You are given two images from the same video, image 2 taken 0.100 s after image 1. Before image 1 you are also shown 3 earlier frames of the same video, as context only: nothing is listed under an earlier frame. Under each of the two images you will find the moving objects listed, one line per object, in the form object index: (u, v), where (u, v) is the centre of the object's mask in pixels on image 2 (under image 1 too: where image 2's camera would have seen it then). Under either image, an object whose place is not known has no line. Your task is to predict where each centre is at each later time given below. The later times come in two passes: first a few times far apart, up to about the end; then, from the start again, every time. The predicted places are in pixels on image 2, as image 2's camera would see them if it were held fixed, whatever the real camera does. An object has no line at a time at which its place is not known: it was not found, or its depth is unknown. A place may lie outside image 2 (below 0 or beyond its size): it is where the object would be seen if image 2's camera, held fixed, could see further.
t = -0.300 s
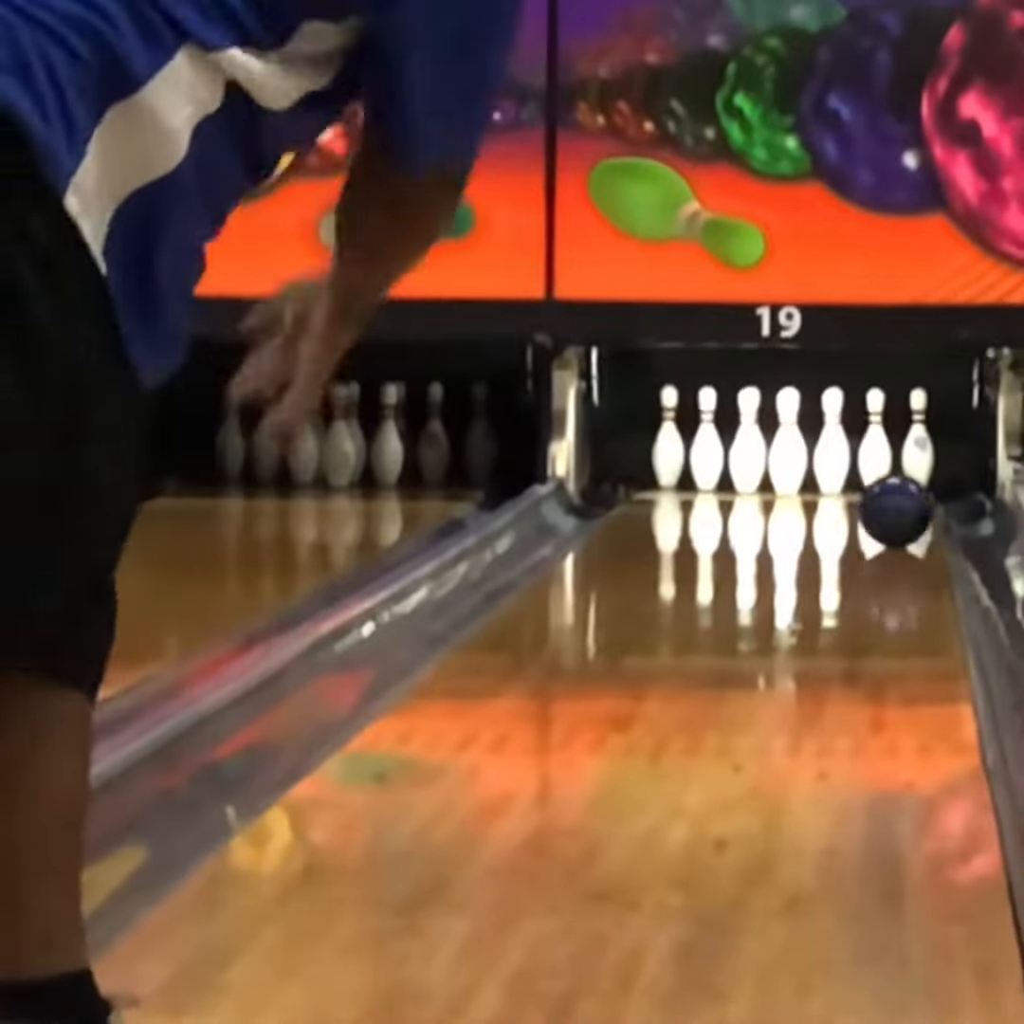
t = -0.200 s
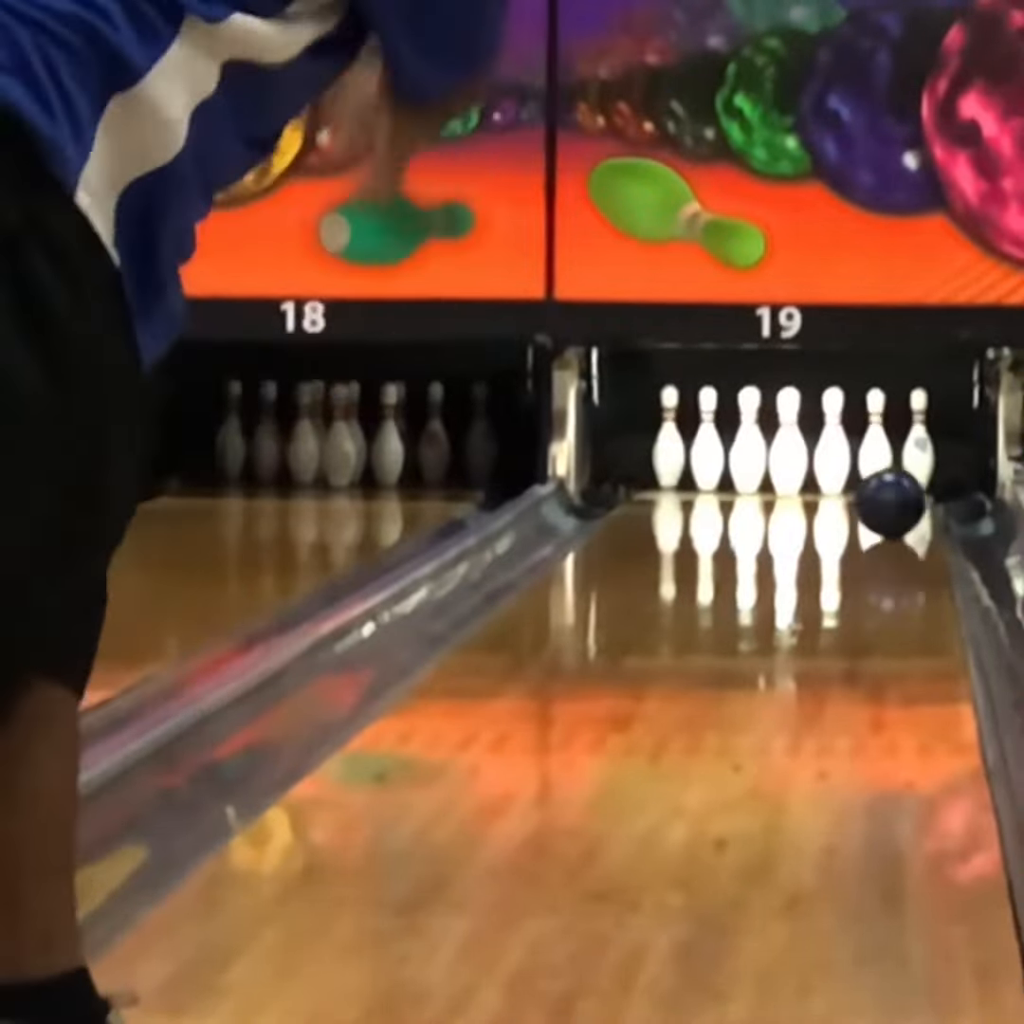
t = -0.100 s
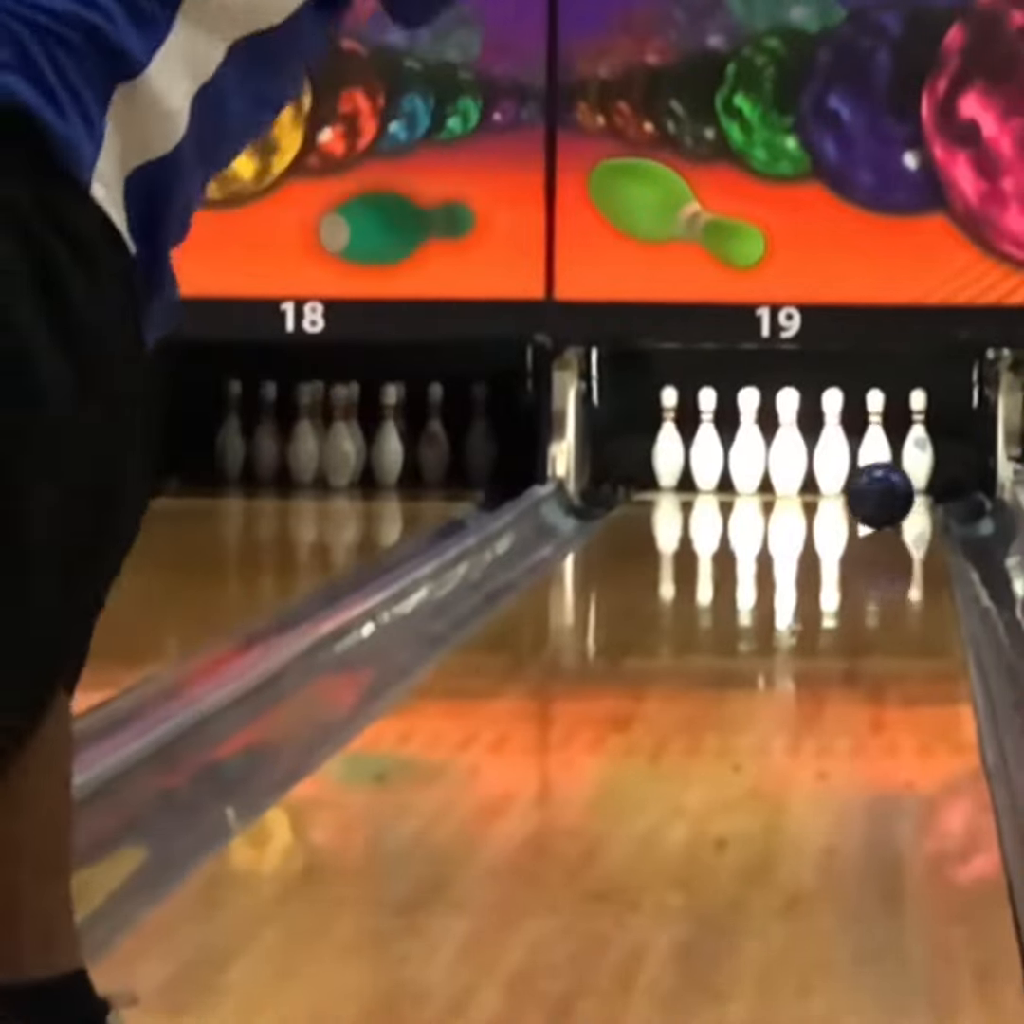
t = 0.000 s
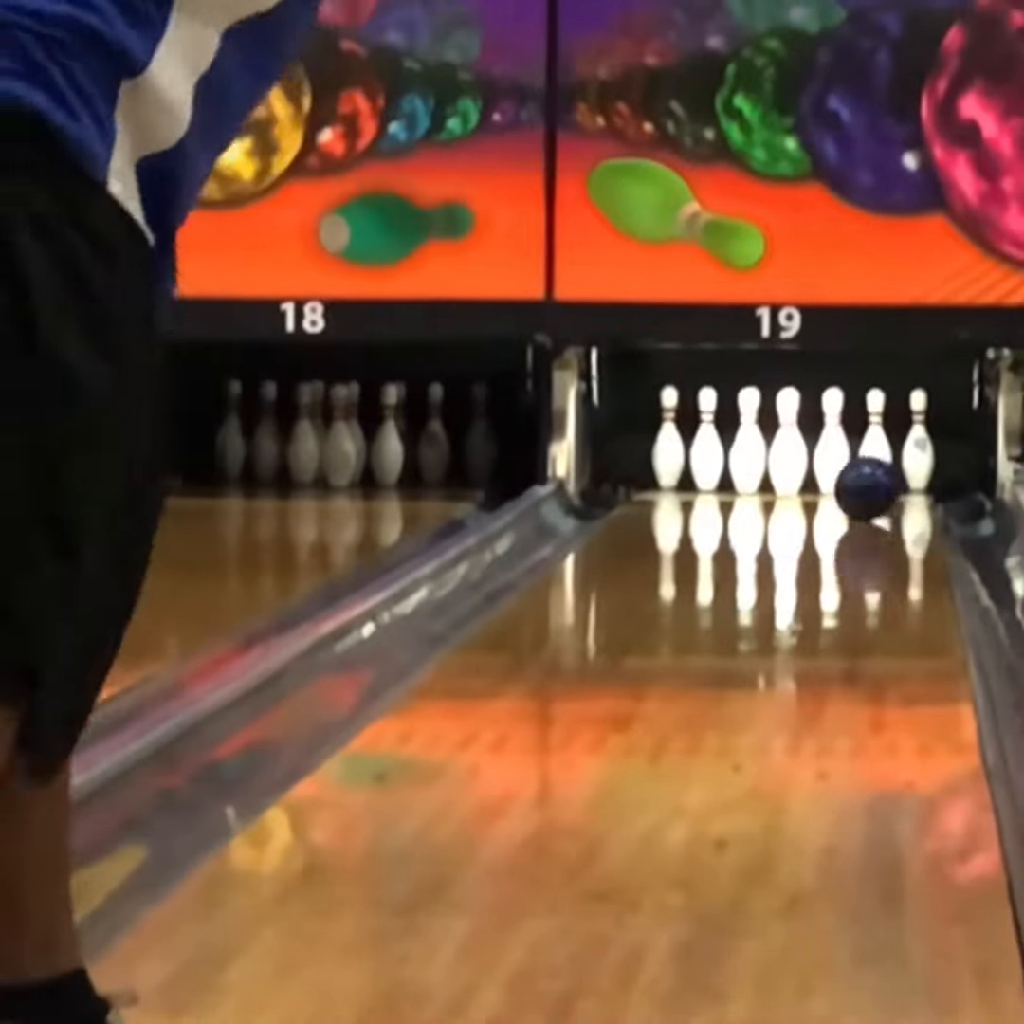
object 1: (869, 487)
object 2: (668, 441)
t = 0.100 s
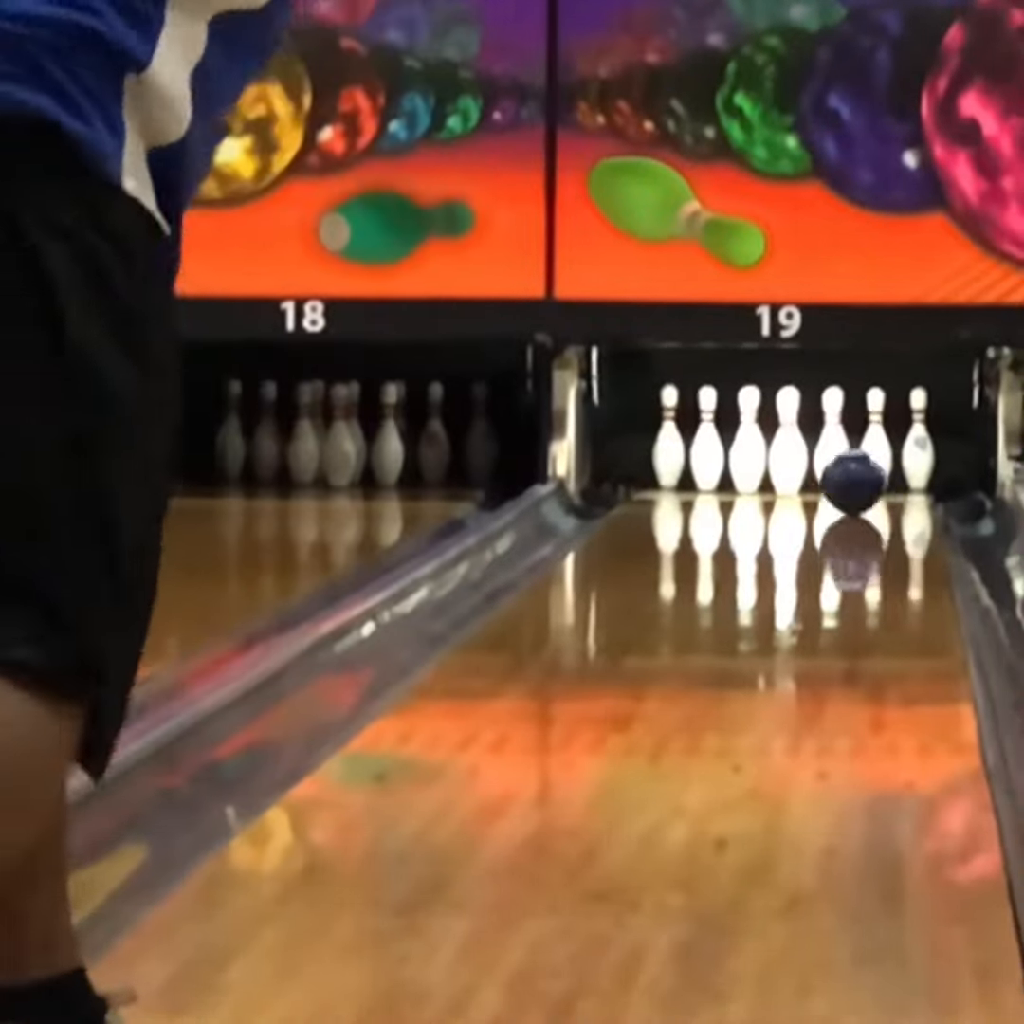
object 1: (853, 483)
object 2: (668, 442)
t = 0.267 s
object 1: (831, 473)
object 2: (668, 442)
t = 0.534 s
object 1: (839, 460)
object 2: (669, 441)
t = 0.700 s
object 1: (828, 466)
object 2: (642, 445)
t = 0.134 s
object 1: (849, 481)
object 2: (668, 441)
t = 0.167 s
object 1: (844, 480)
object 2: (668, 441)
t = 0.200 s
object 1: (840, 478)
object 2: (668, 441)
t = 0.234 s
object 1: (836, 476)
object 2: (668, 442)
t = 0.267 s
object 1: (831, 473)
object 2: (668, 442)
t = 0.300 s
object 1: (827, 470)
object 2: (668, 441)
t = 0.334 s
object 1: (824, 468)
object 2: (668, 441)
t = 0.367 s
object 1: (825, 466)
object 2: (668, 441)
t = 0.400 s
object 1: (830, 464)
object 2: (667, 441)
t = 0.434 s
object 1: (834, 465)
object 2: (669, 440)
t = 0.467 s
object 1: (837, 463)
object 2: (669, 443)
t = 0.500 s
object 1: (838, 461)
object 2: (668, 442)
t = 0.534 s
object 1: (839, 460)
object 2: (669, 441)
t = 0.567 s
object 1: (841, 460)
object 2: (671, 439)
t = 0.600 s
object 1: (838, 461)
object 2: (668, 437)
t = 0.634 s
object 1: (843, 457)
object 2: (660, 438)
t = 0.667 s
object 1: (833, 462)
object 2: (651, 441)
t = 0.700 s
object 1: (828, 466)
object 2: (642, 445)
